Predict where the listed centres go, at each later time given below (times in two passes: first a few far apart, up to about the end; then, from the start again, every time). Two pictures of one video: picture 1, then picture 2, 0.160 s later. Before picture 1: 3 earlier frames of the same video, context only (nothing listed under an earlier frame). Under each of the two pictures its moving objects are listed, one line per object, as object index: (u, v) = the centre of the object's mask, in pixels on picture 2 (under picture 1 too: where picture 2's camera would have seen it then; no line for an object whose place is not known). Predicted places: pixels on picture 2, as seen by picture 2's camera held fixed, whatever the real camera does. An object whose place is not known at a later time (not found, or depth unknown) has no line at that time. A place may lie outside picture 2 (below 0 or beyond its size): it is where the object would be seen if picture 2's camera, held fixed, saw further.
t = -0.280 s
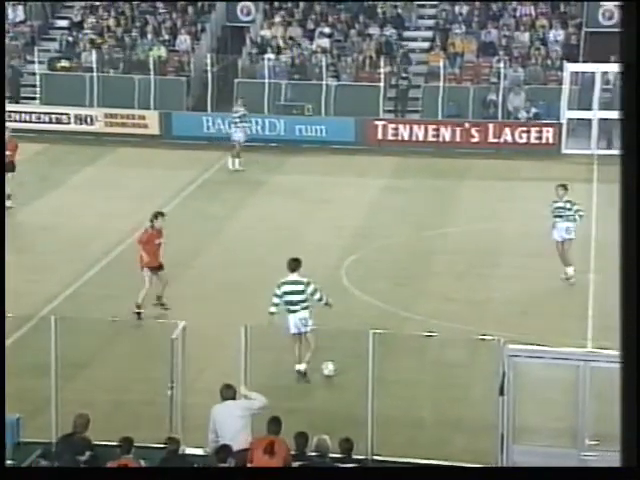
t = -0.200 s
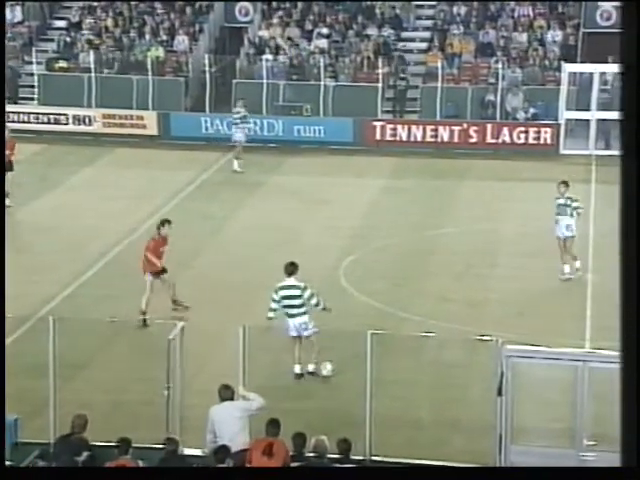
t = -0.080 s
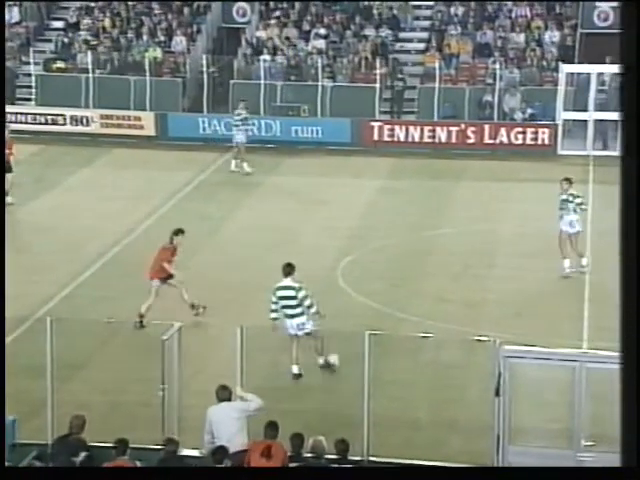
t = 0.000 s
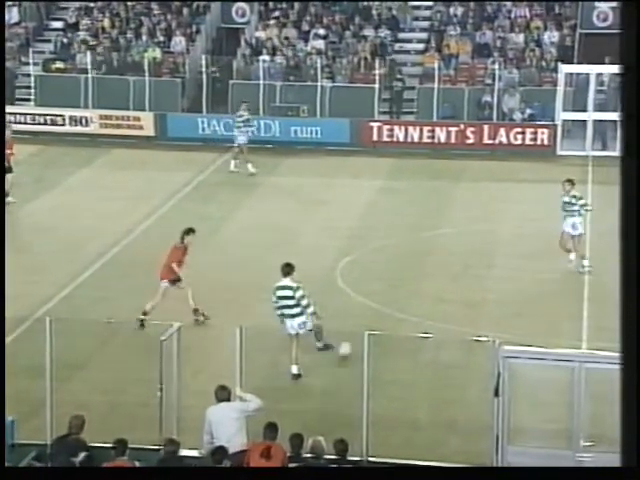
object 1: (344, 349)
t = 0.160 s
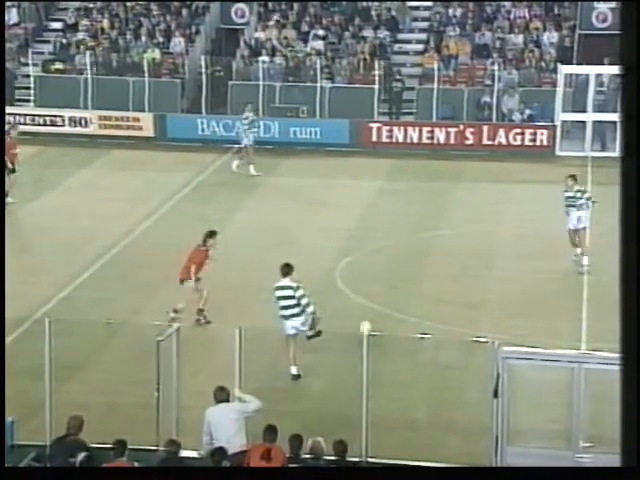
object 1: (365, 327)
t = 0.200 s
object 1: (370, 322)
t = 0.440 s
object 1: (391, 302)
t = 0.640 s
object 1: (406, 289)
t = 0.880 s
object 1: (421, 273)
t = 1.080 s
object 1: (432, 260)
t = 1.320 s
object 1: (445, 249)
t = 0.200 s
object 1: (370, 322)
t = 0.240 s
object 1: (374, 319)
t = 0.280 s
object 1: (378, 316)
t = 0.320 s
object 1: (381, 312)
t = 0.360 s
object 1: (385, 307)
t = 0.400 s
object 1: (388, 304)
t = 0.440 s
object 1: (391, 302)
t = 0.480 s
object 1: (394, 300)
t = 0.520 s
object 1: (397, 297)
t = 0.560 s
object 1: (400, 294)
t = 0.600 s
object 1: (403, 291)
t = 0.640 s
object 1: (406, 289)
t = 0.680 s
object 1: (409, 286)
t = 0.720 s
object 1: (411, 283)
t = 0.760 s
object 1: (413, 281)
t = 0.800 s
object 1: (416, 279)
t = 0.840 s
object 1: (418, 275)
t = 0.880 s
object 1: (421, 273)
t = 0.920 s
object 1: (423, 271)
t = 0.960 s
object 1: (425, 268)
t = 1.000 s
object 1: (428, 264)
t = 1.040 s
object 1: (431, 261)
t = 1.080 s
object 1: (432, 260)
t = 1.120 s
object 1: (435, 259)
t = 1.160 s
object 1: (437, 257)
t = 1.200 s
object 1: (439, 255)
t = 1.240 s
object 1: (441, 253)
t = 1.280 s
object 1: (443, 251)
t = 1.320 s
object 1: (445, 249)
